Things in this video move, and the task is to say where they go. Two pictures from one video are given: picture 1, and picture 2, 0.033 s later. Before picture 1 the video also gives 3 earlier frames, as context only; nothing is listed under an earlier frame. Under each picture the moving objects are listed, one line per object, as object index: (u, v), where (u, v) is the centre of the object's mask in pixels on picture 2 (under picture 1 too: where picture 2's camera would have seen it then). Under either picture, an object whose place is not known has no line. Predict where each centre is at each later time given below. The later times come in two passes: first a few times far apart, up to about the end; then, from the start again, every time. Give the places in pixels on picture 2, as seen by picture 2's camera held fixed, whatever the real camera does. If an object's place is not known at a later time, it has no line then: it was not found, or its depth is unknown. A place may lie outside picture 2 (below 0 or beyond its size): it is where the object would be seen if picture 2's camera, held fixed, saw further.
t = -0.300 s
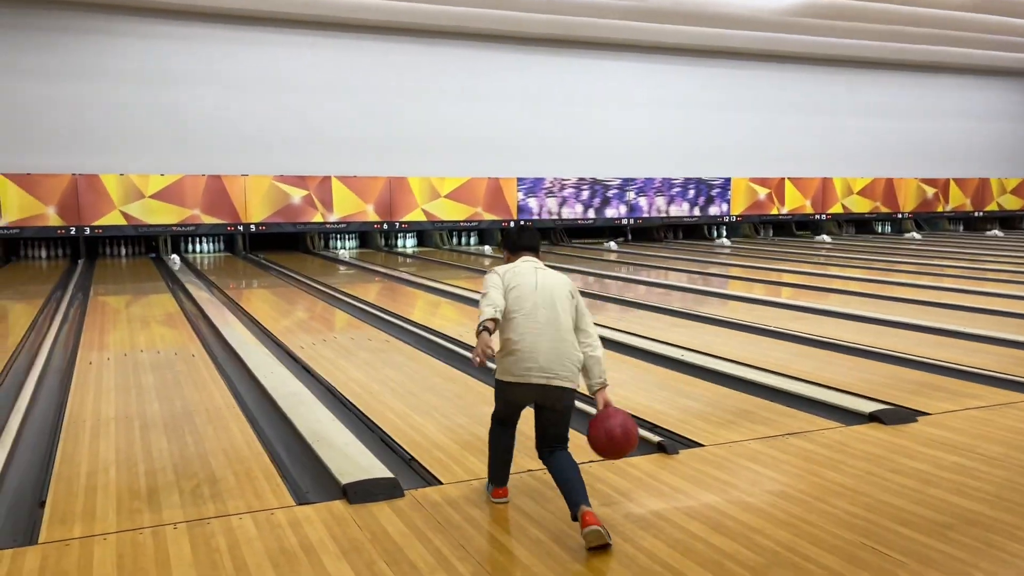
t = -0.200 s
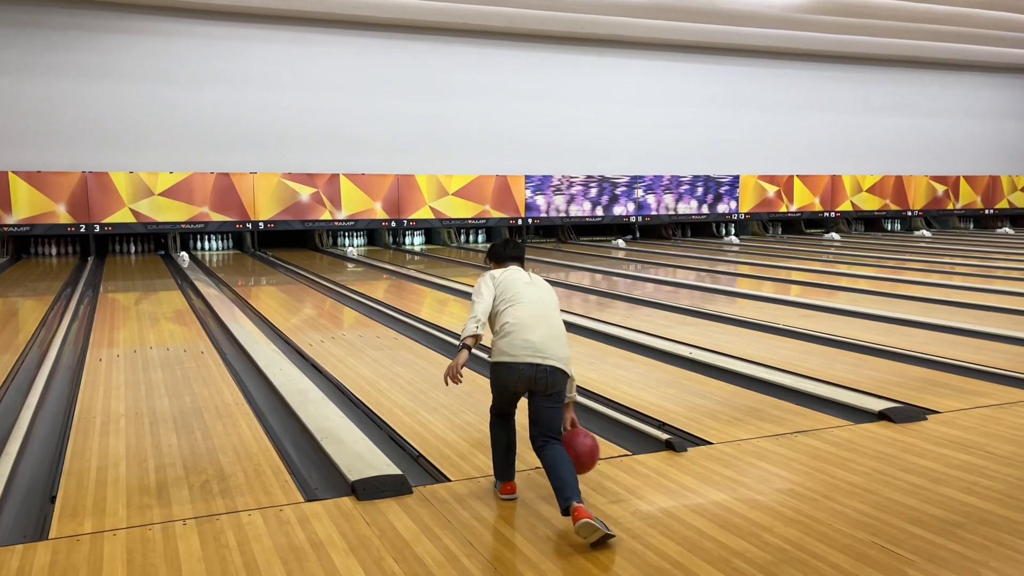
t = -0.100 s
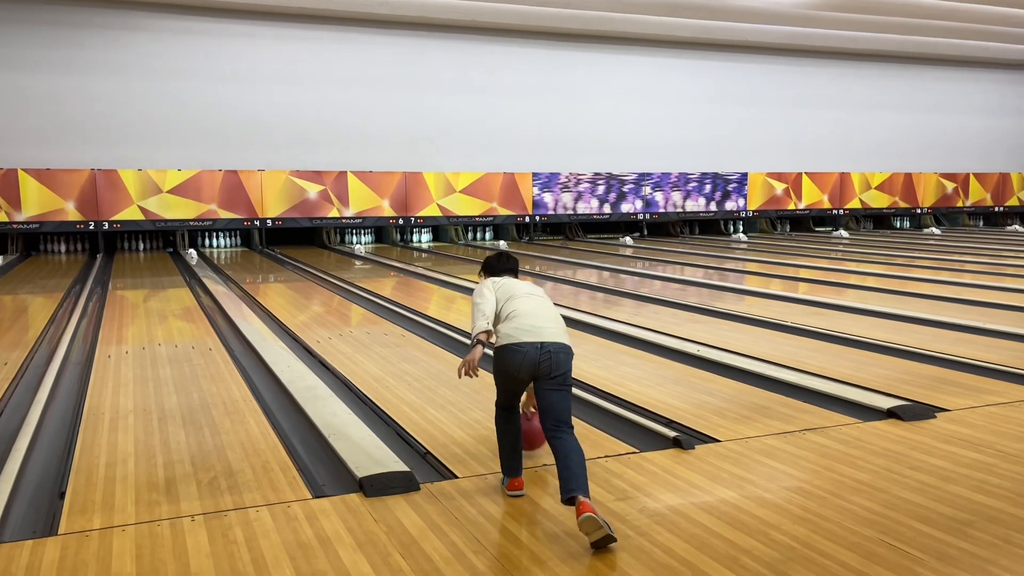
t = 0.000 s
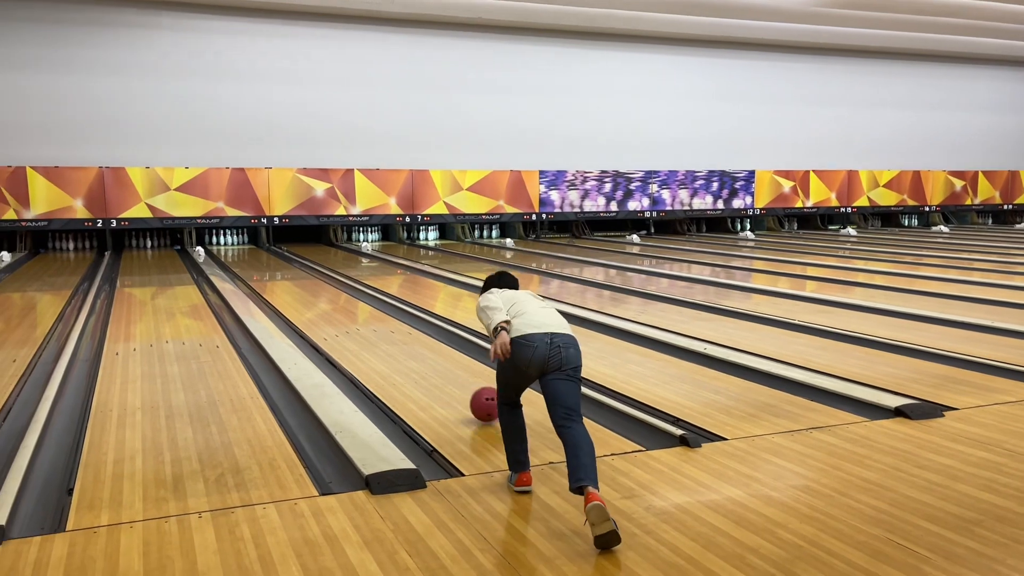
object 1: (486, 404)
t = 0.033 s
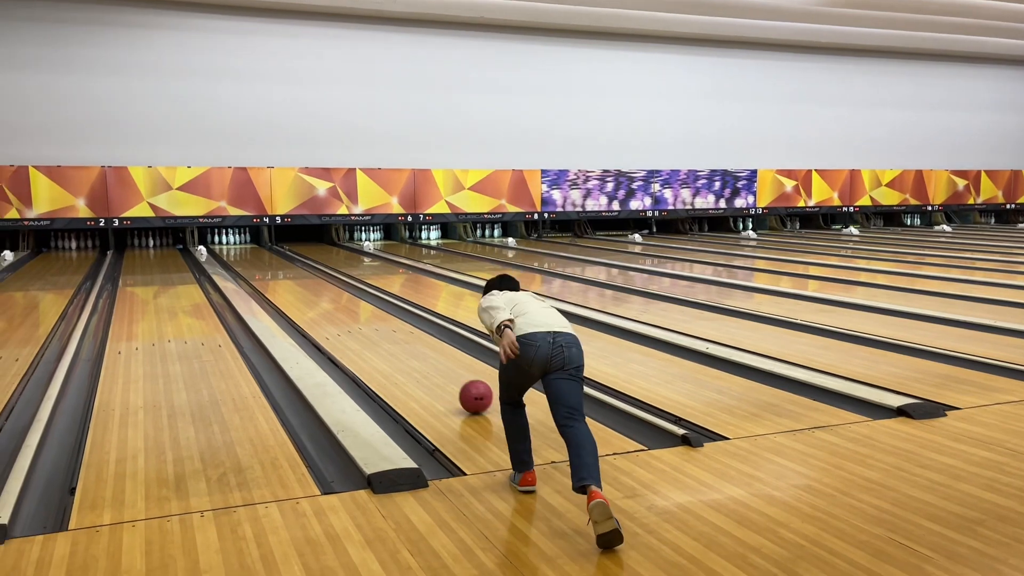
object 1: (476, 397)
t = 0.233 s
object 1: (413, 358)
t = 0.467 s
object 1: (365, 329)
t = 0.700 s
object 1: (331, 309)
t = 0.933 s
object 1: (307, 294)
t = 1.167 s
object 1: (289, 283)
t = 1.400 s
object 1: (275, 275)
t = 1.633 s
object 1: (264, 268)
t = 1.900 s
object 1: (254, 263)
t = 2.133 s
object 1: (247, 259)
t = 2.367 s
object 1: (241, 255)
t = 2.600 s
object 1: (235, 251)
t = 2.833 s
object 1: (230, 248)
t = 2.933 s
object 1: (229, 247)
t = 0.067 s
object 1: (463, 389)
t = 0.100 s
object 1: (452, 382)
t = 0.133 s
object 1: (441, 376)
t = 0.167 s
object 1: (431, 370)
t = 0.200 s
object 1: (422, 364)
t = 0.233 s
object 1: (413, 358)
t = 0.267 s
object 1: (405, 354)
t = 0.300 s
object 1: (397, 349)
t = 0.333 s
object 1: (390, 344)
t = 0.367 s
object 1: (383, 340)
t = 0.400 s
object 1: (377, 337)
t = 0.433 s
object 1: (371, 333)
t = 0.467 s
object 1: (365, 329)
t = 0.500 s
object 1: (359, 326)
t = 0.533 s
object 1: (354, 323)
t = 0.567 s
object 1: (349, 319)
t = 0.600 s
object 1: (345, 317)
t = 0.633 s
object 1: (340, 314)
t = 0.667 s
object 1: (336, 311)
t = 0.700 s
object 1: (331, 309)
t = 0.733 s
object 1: (328, 307)
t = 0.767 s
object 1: (324, 304)
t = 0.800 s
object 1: (320, 302)
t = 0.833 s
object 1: (316, 300)
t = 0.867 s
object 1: (313, 298)
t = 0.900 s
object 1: (310, 296)
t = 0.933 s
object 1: (307, 294)
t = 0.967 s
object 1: (304, 292)
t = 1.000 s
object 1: (301, 291)
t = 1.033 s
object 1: (299, 289)
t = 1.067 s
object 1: (296, 288)
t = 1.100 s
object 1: (293, 286)
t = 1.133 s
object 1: (291, 284)
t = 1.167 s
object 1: (289, 283)
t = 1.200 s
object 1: (287, 282)
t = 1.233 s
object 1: (285, 280)
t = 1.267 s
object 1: (282, 279)
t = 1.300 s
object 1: (280, 278)
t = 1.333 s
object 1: (278, 277)
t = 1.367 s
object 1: (277, 276)
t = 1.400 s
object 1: (275, 275)
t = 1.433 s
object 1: (273, 274)
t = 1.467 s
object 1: (271, 273)
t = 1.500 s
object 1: (270, 271)
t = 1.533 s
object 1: (268, 271)
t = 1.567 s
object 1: (267, 270)
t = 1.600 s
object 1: (265, 269)
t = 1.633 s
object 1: (264, 268)
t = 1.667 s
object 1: (262, 268)
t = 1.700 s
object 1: (261, 267)
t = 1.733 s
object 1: (260, 266)
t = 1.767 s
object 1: (259, 265)
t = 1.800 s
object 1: (258, 265)
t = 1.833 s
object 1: (256, 264)
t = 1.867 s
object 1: (255, 264)
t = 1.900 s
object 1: (254, 263)
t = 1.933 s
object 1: (253, 262)
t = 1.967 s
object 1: (252, 262)
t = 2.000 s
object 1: (251, 261)
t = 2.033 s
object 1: (250, 261)
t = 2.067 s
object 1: (249, 260)
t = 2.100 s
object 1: (248, 260)
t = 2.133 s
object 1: (247, 259)
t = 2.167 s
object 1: (246, 258)
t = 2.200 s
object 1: (245, 257)
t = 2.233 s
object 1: (244, 257)
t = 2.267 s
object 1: (243, 256)
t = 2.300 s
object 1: (242, 255)
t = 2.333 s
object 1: (242, 255)
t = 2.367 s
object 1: (241, 255)
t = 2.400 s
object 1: (240, 254)
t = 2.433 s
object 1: (239, 254)
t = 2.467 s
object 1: (238, 253)
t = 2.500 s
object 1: (238, 253)
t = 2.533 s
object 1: (237, 252)
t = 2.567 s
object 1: (237, 252)
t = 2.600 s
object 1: (235, 251)
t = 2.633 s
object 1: (235, 251)
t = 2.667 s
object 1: (234, 250)
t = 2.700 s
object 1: (233, 250)
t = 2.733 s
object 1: (233, 250)
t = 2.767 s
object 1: (232, 249)
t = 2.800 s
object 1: (231, 249)
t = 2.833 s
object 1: (230, 248)
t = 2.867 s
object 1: (230, 248)
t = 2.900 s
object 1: (229, 248)
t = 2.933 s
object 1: (229, 247)
